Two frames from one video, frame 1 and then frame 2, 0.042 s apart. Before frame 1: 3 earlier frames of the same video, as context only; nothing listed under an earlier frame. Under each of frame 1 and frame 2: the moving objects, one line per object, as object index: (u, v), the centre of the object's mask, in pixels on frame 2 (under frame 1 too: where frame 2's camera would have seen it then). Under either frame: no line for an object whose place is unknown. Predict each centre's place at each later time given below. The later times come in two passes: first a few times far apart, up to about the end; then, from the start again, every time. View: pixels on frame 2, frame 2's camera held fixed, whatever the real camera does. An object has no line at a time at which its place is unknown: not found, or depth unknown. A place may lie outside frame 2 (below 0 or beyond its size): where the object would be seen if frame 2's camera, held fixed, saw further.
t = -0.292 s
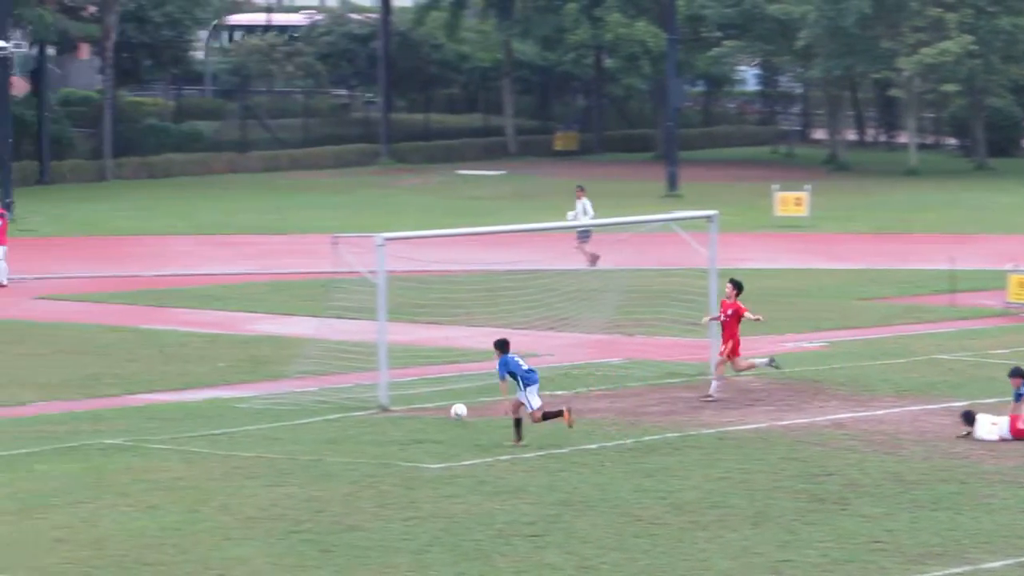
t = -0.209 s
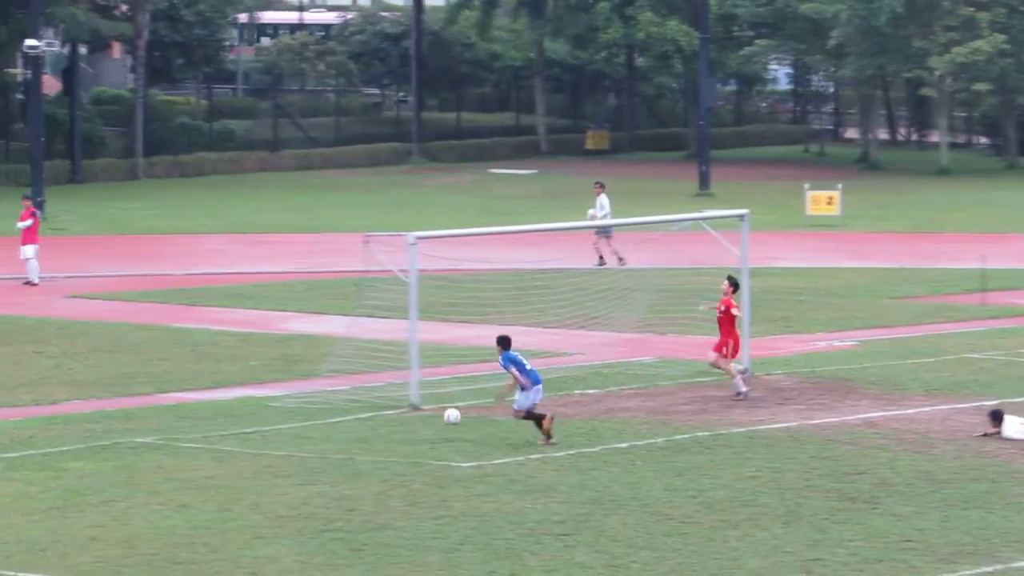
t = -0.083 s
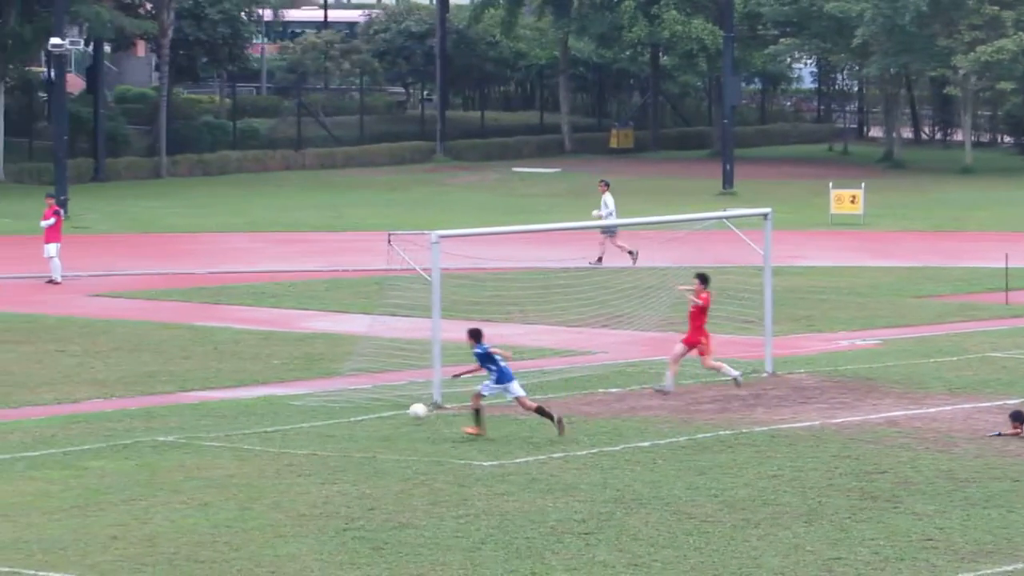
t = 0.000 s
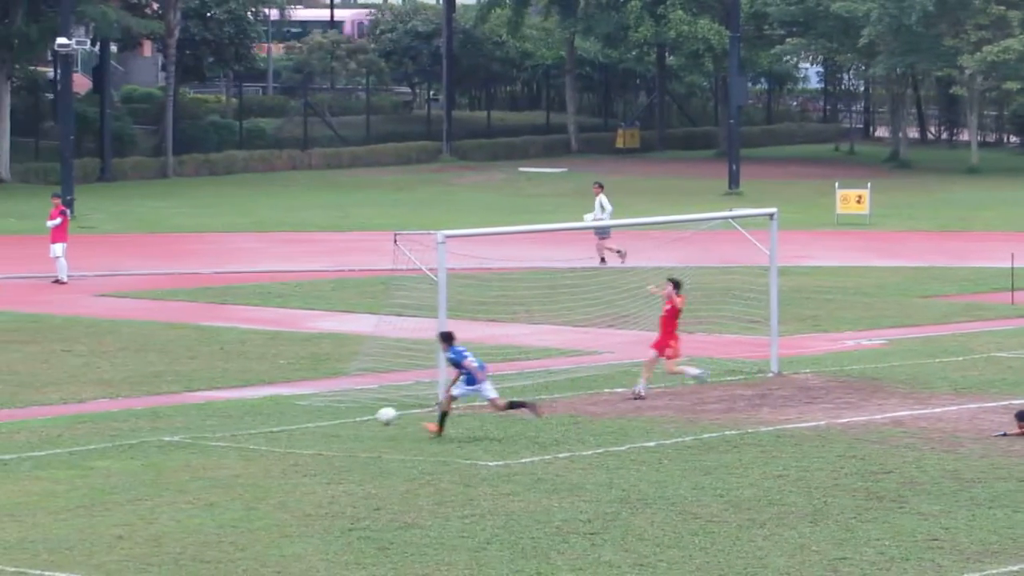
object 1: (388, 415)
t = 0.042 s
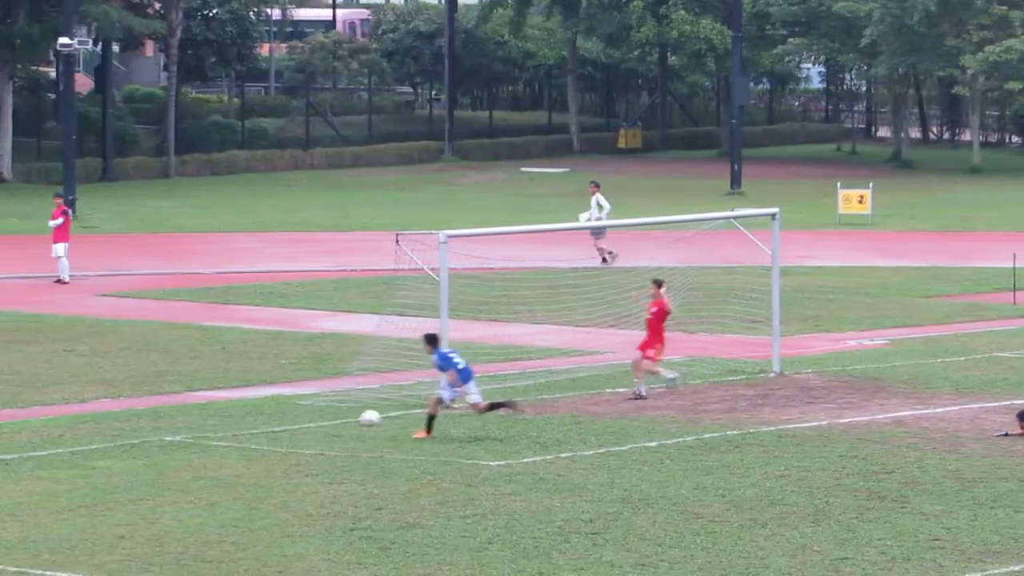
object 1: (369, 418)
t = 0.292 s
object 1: (265, 416)
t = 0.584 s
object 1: (148, 418)
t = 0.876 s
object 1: (40, 413)
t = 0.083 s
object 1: (353, 416)
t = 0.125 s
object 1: (335, 415)
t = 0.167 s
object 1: (318, 414)
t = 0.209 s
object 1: (301, 416)
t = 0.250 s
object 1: (282, 416)
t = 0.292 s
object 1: (265, 416)
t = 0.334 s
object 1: (247, 417)
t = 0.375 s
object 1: (231, 418)
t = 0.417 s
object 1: (214, 417)
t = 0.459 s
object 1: (197, 415)
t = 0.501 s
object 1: (181, 415)
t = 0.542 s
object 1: (165, 416)
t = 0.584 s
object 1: (148, 418)
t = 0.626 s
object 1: (132, 417)
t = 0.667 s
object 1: (117, 415)
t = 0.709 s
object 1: (101, 415)
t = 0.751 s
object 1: (85, 417)
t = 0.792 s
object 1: (70, 416)
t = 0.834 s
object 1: (55, 414)
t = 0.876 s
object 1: (40, 413)
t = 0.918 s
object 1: (25, 414)
